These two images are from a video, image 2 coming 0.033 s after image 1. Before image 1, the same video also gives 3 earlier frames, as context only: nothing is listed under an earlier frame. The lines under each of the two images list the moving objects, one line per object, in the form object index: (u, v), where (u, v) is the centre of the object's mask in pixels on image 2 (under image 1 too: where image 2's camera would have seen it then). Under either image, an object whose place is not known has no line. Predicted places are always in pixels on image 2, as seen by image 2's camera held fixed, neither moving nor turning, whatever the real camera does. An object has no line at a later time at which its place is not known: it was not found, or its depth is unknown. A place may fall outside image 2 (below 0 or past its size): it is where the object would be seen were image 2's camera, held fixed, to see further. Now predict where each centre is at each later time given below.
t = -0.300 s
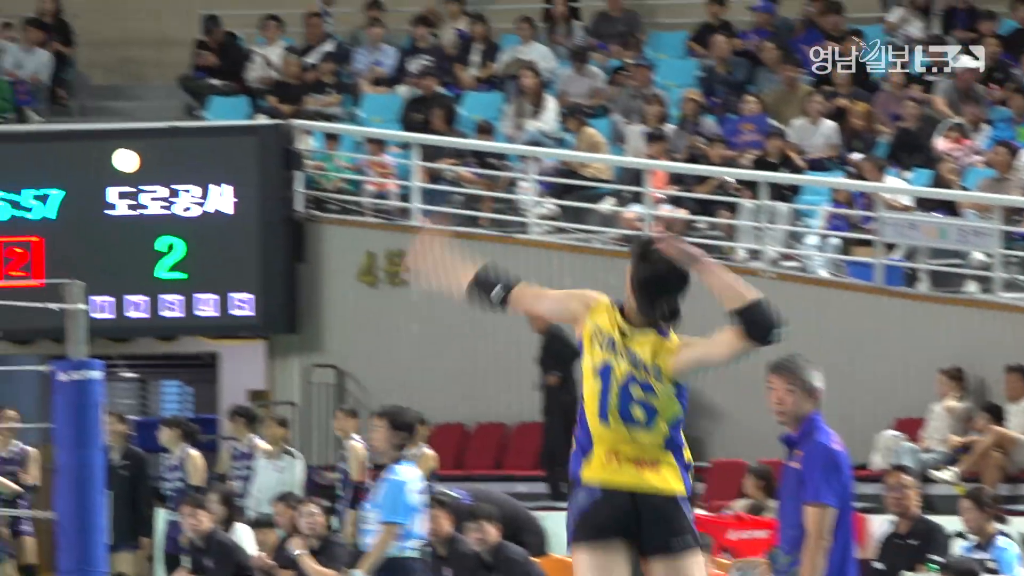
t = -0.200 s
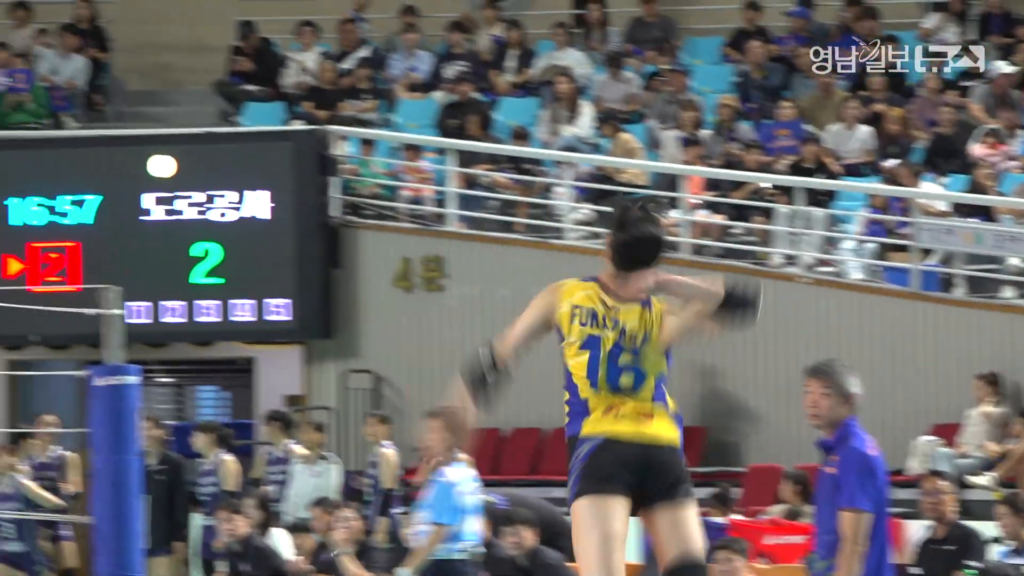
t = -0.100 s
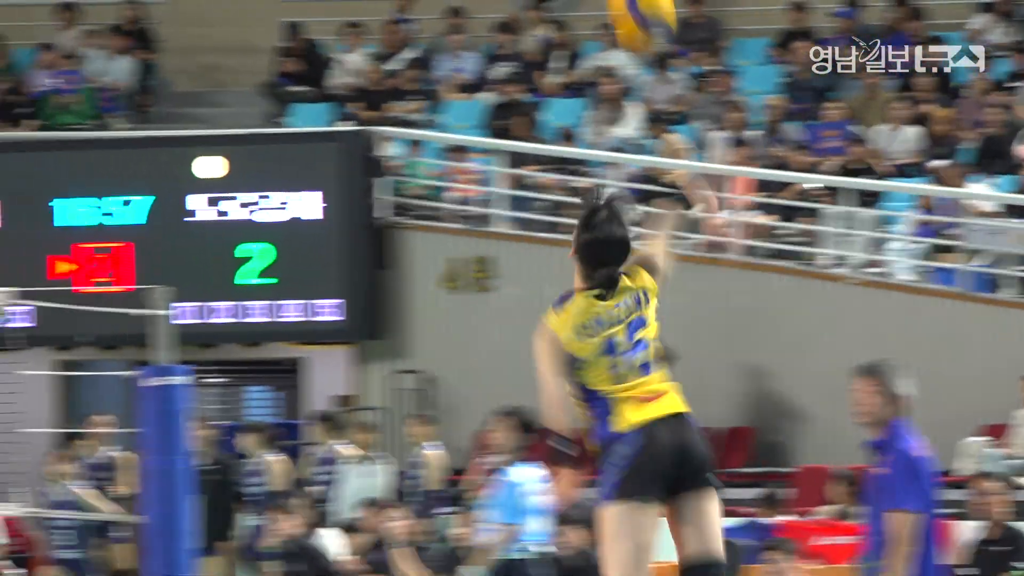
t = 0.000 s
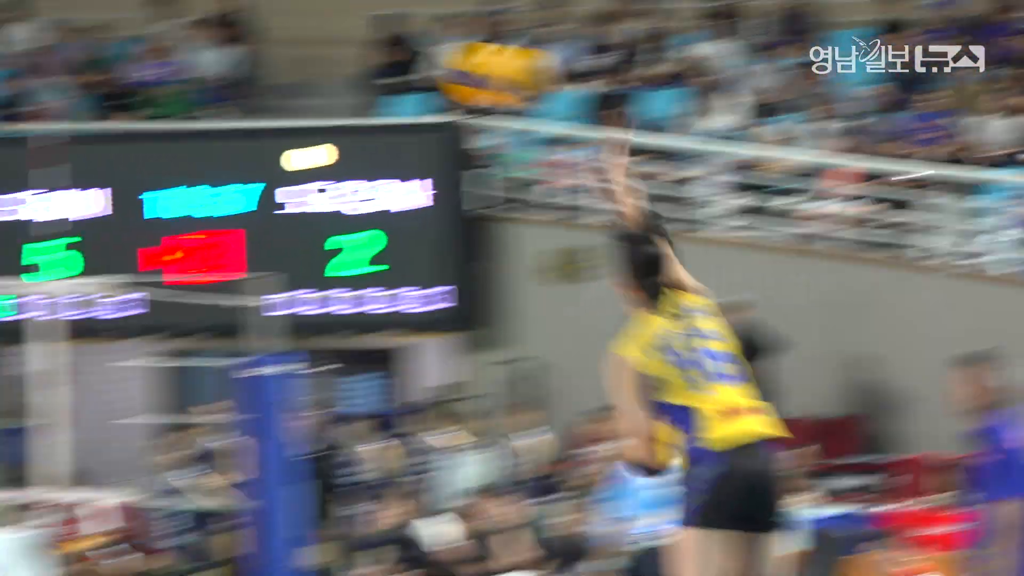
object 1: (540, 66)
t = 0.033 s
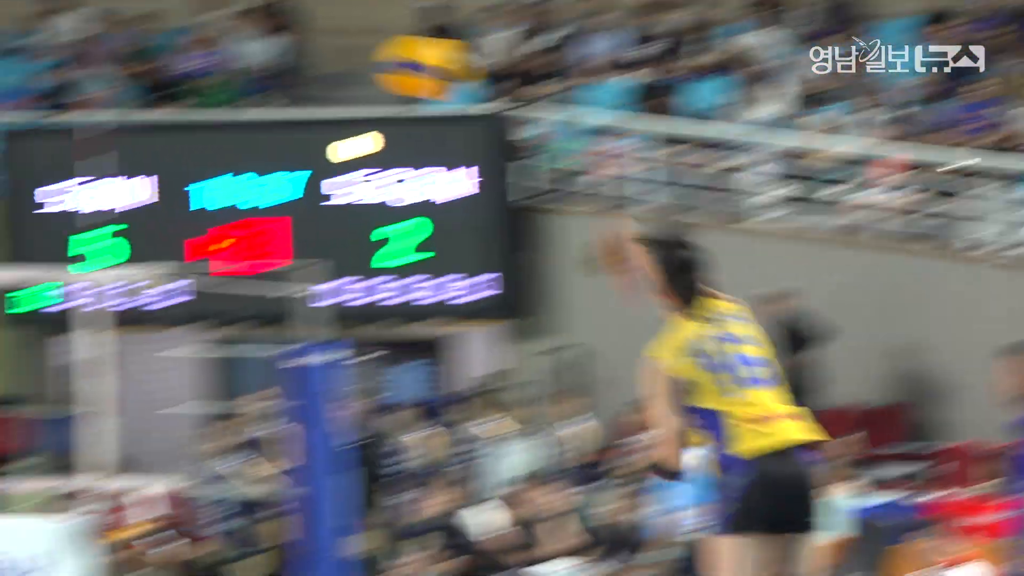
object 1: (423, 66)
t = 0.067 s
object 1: (324, 74)
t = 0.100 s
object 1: (228, 85)
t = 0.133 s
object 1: (139, 103)
